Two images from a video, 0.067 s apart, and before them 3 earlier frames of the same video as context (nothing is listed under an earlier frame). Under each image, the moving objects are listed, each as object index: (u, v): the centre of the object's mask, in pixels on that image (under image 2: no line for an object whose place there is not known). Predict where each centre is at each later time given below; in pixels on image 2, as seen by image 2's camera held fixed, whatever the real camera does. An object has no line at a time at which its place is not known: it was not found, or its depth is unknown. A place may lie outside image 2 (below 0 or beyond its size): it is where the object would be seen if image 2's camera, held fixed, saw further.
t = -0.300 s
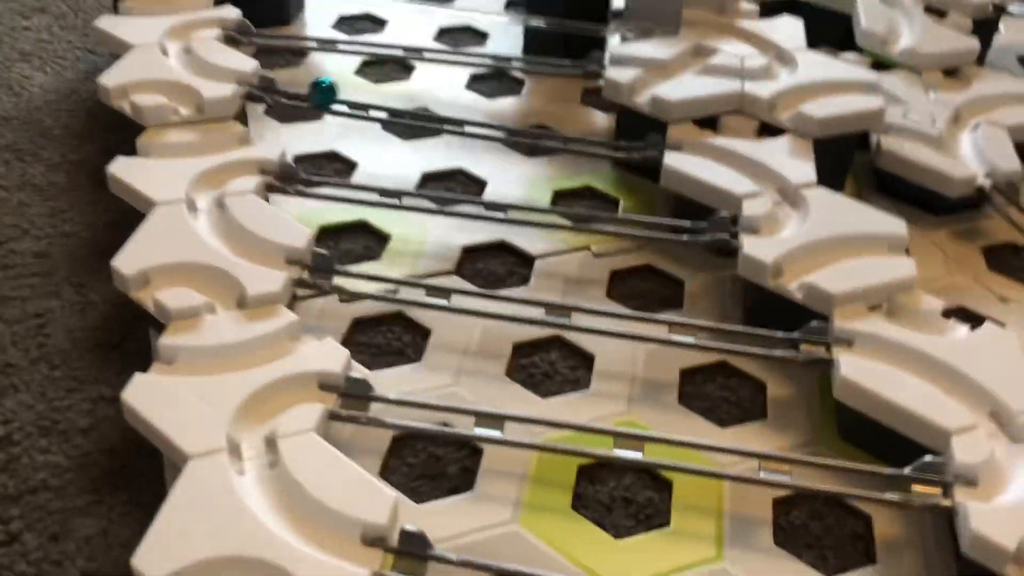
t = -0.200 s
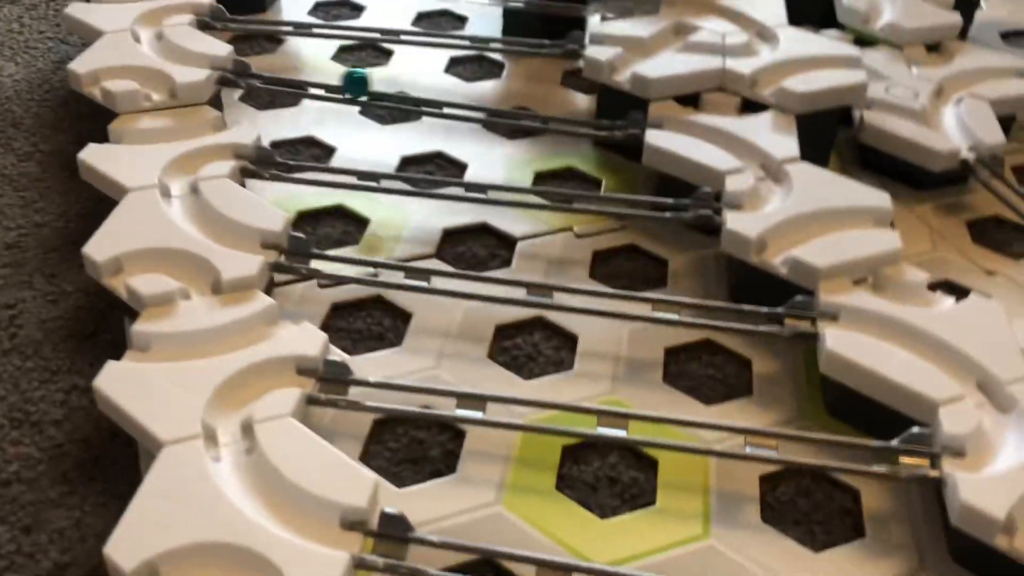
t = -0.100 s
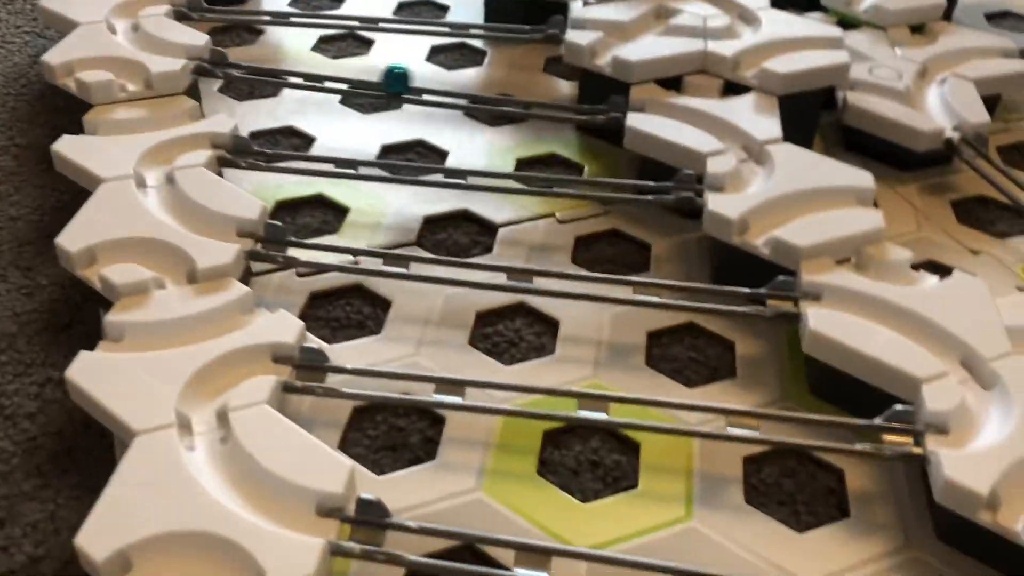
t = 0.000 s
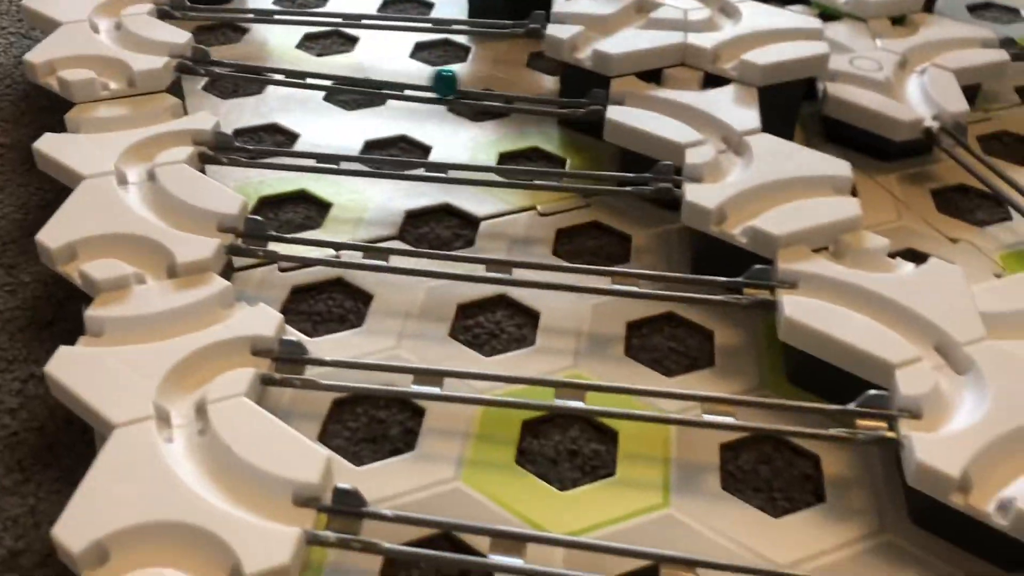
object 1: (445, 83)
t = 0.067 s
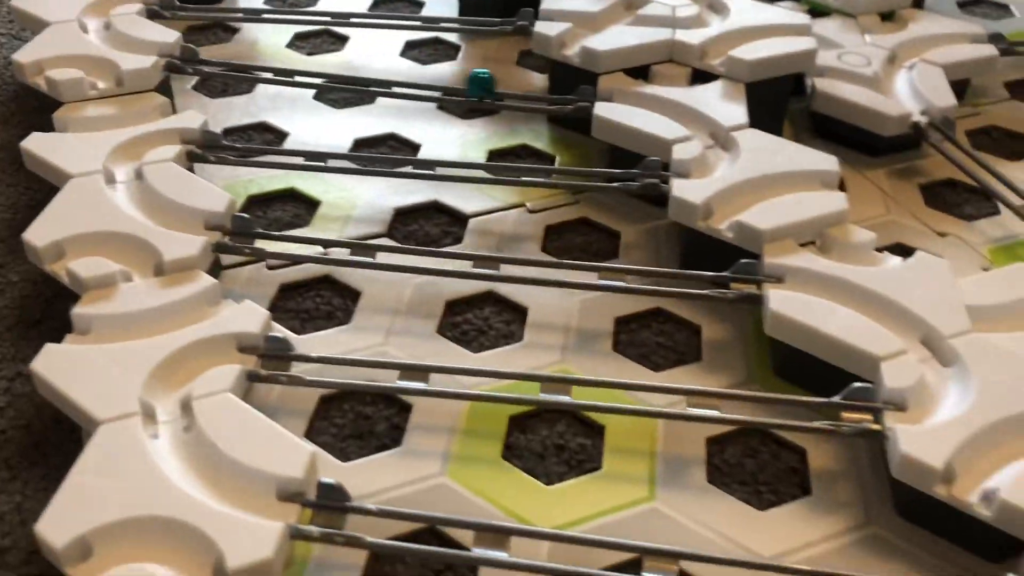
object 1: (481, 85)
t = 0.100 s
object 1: (503, 87)
